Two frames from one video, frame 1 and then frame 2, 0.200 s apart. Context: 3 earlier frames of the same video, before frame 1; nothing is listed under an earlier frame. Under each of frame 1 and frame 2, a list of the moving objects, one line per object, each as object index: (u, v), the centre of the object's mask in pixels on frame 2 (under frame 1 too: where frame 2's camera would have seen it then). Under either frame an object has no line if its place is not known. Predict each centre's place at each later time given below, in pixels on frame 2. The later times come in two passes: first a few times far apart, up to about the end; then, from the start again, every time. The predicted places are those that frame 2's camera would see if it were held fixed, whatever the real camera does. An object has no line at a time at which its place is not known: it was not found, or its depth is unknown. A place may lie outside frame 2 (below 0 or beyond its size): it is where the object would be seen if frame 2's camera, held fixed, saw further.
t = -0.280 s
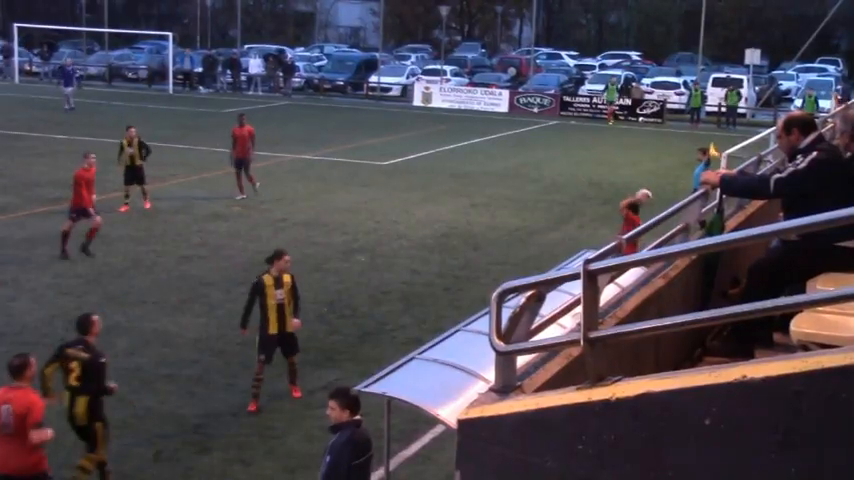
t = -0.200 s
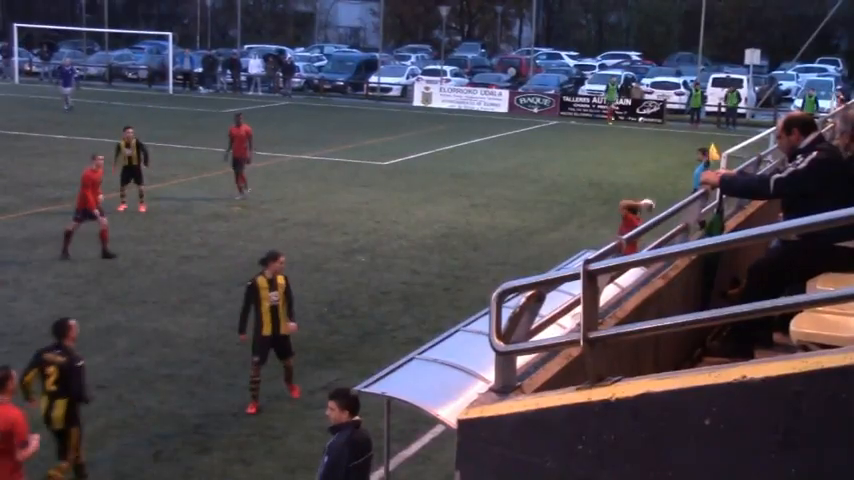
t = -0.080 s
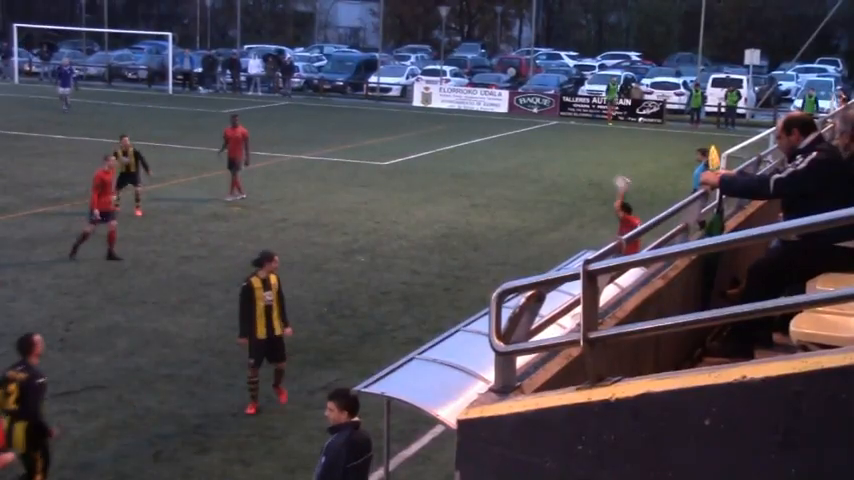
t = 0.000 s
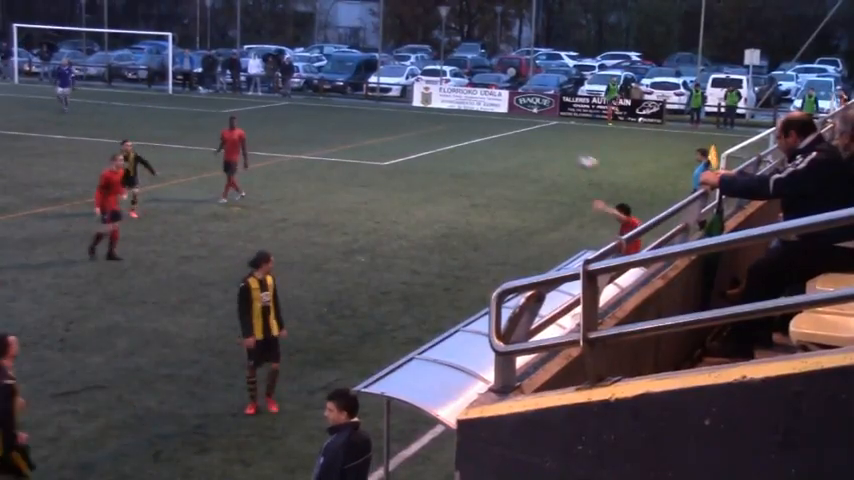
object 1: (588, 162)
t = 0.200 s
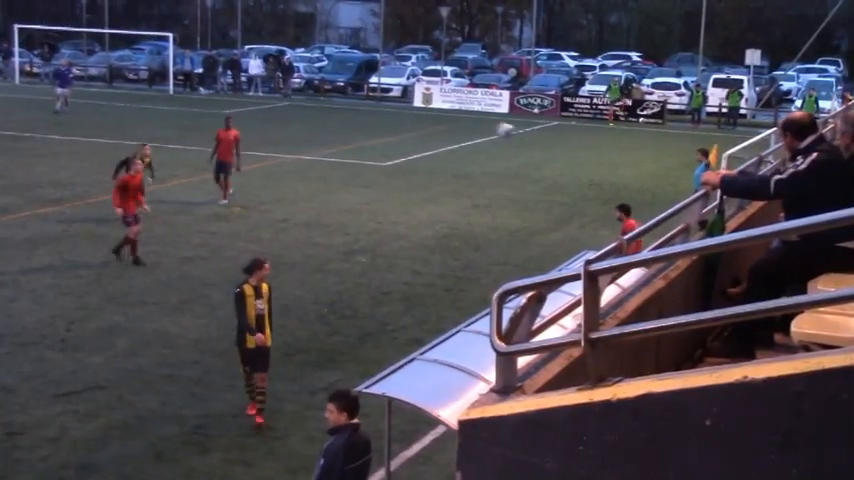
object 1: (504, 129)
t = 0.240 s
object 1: (488, 125)
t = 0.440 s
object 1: (410, 127)
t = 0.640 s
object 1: (337, 152)
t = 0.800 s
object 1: (280, 190)
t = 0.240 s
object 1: (488, 125)
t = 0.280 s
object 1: (472, 123)
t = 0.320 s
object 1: (456, 123)
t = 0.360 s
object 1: (441, 123)
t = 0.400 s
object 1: (426, 124)
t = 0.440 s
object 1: (410, 127)
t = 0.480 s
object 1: (395, 130)
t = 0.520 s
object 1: (380, 133)
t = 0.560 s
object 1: (365, 139)
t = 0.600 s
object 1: (351, 145)
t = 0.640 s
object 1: (337, 152)
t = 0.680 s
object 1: (322, 160)
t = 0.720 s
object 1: (308, 169)
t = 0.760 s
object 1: (295, 178)
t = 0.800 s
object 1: (280, 190)
